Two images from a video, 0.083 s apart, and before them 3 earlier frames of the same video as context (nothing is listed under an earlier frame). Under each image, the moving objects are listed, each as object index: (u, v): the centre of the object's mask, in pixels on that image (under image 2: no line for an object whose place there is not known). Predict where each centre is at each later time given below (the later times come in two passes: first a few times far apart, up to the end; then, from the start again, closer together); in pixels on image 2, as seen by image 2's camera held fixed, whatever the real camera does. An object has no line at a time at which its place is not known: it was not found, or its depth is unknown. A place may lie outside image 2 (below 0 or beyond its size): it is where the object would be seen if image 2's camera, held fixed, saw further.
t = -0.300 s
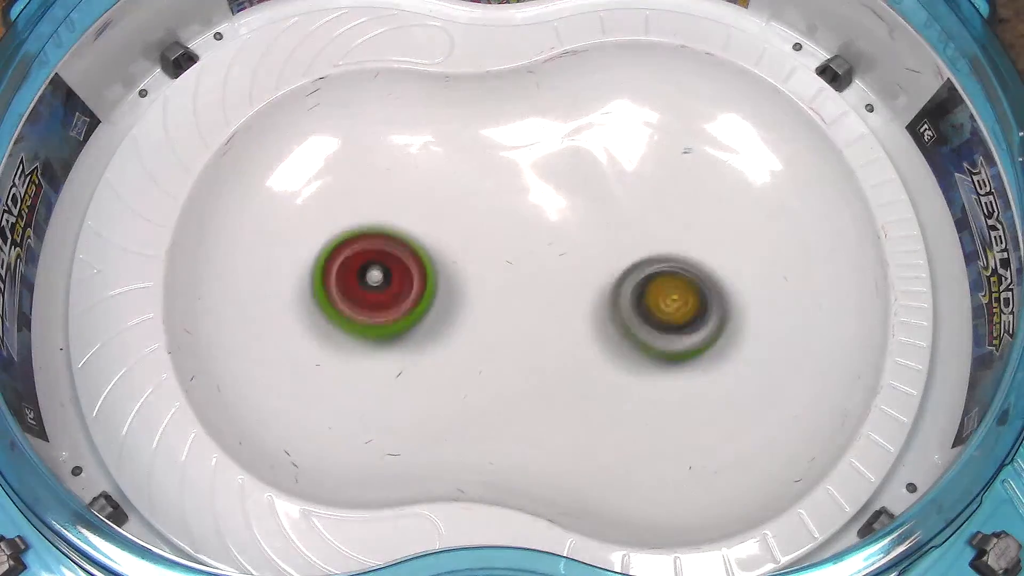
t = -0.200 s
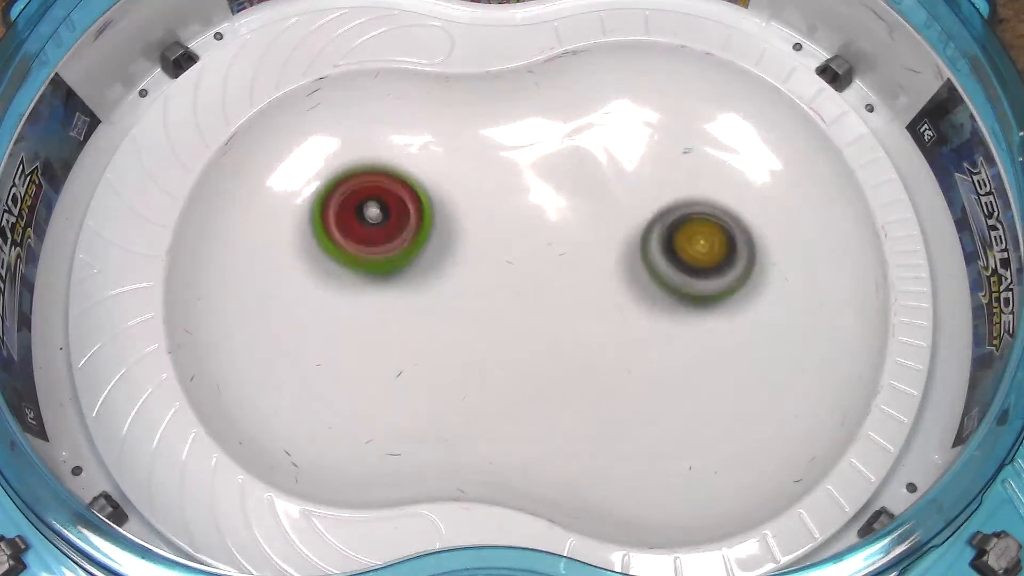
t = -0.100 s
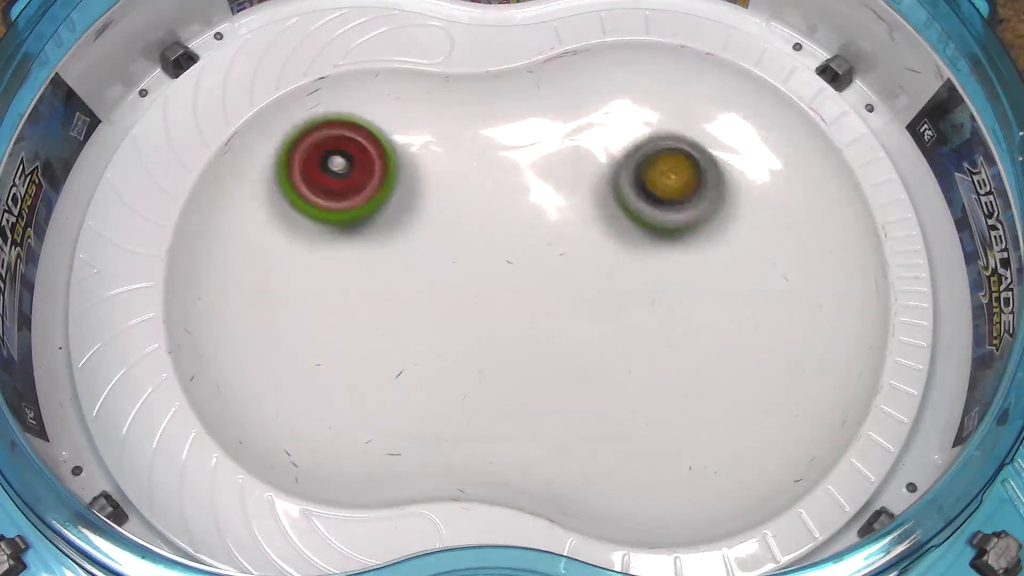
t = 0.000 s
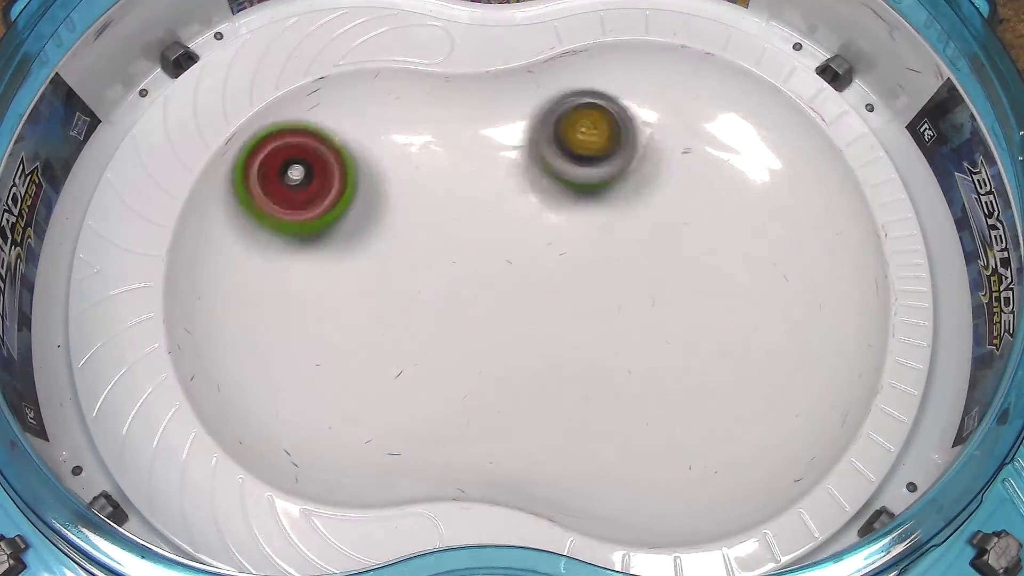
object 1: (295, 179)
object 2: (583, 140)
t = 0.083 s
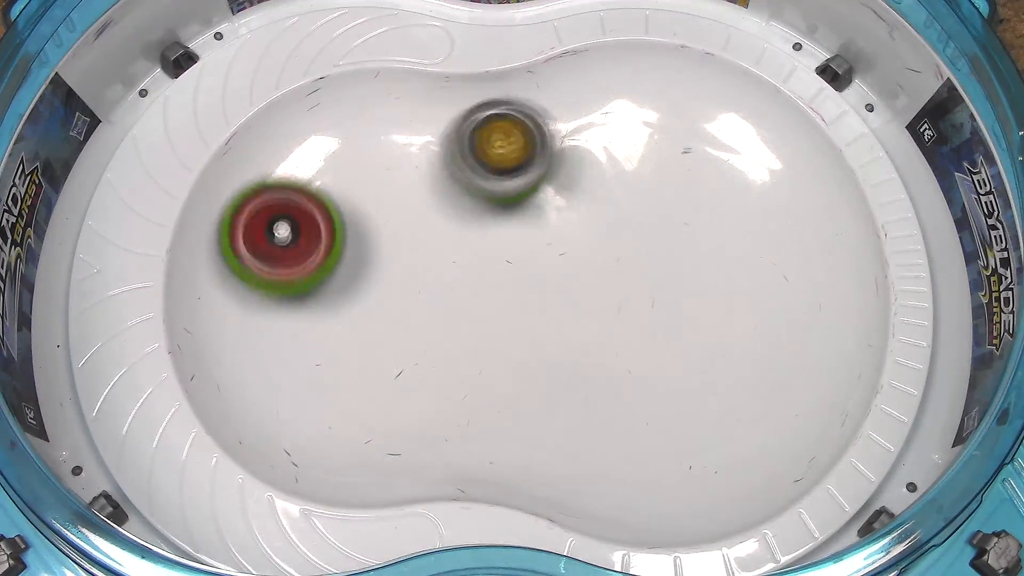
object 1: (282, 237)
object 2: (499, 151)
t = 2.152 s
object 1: (710, 203)
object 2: (197, 340)
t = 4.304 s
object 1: (530, 310)
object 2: (758, 195)
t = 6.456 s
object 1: (680, 229)
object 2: (402, 198)
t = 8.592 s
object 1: (673, 285)
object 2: (582, 354)
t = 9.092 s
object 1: (673, 247)
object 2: (515, 176)
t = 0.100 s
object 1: (284, 249)
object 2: (480, 159)
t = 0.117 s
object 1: (287, 261)
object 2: (462, 167)
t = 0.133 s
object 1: (292, 273)
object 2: (442, 174)
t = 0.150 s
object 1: (299, 283)
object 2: (420, 185)
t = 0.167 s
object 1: (308, 292)
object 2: (394, 194)
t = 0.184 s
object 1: (314, 303)
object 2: (373, 199)
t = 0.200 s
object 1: (313, 323)
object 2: (363, 196)
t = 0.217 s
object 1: (314, 341)
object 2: (354, 193)
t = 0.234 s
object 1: (318, 358)
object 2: (344, 192)
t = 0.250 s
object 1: (325, 373)
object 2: (333, 193)
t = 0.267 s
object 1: (335, 386)
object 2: (323, 196)
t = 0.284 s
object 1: (346, 397)
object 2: (312, 200)
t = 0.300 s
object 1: (360, 406)
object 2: (302, 207)
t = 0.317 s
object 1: (376, 412)
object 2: (295, 216)
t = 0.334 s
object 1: (393, 414)
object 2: (288, 227)
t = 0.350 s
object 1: (411, 415)
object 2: (283, 241)
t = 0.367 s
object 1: (430, 414)
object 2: (280, 255)
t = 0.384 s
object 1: (450, 409)
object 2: (279, 272)
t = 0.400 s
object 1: (471, 403)
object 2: (282, 290)
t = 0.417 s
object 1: (494, 395)
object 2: (287, 308)
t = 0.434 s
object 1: (517, 387)
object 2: (296, 325)
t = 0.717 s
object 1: (772, 150)
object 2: (738, 356)
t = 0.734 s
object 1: (767, 133)
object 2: (765, 338)
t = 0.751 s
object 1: (759, 118)
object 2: (790, 320)
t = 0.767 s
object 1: (749, 104)
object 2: (818, 296)
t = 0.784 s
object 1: (737, 93)
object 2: (834, 273)
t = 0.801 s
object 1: (721, 84)
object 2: (848, 247)
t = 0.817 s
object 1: (704, 78)
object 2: (851, 224)
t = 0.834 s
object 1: (684, 75)
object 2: (853, 196)
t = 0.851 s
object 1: (663, 74)
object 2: (851, 175)
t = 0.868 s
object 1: (641, 75)
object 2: (844, 153)
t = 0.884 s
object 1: (619, 80)
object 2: (833, 135)
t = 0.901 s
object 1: (593, 88)
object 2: (817, 119)
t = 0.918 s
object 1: (570, 98)
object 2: (799, 101)
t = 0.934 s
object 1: (548, 110)
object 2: (773, 91)
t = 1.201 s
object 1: (239, 383)
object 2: (292, 214)
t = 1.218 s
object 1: (235, 401)
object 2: (275, 224)
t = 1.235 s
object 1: (234, 420)
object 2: (259, 238)
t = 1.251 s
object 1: (237, 441)
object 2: (246, 253)
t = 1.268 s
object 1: (244, 458)
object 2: (236, 268)
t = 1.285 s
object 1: (254, 475)
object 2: (230, 285)
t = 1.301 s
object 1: (264, 492)
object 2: (227, 305)
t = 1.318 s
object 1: (274, 509)
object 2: (227, 325)
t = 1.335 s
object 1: (280, 519)
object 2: (233, 344)
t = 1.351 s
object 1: (286, 527)
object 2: (242, 365)
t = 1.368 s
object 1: (291, 533)
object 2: (256, 386)
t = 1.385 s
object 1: (298, 539)
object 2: (276, 404)
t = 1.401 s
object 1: (306, 537)
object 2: (299, 420)
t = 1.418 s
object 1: (316, 531)
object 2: (327, 427)
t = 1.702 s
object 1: (399, 501)
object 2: (834, 249)
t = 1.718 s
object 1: (405, 498)
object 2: (843, 222)
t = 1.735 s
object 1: (412, 495)
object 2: (840, 196)
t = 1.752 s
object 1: (417, 492)
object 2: (835, 175)
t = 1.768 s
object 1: (423, 490)
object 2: (830, 154)
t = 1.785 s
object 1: (431, 487)
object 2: (818, 133)
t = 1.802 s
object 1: (441, 484)
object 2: (803, 114)
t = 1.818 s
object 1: (451, 480)
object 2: (783, 98)
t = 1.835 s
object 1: (463, 474)
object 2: (758, 85)
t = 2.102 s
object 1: (697, 241)
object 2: (242, 278)
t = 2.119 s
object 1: (703, 228)
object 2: (218, 301)
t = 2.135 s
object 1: (708, 215)
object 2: (203, 321)
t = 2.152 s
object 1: (710, 203)
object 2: (197, 340)
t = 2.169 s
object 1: (710, 190)
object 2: (191, 363)
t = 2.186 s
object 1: (709, 177)
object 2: (192, 385)
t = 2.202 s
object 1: (706, 165)
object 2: (197, 405)
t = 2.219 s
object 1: (701, 153)
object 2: (203, 427)
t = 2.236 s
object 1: (694, 142)
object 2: (212, 450)
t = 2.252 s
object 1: (685, 132)
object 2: (218, 474)
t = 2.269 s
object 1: (674, 124)
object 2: (225, 494)
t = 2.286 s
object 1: (661, 117)
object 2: (231, 508)
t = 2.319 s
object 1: (632, 110)
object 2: (239, 529)
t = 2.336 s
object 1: (616, 110)
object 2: (242, 536)
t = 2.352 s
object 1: (600, 112)
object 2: (249, 536)
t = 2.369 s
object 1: (582, 118)
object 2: (256, 536)
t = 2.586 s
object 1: (415, 249)
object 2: (328, 519)
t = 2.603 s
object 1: (412, 256)
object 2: (332, 517)
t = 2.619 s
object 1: (412, 264)
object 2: (336, 514)
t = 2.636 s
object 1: (412, 271)
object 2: (338, 512)
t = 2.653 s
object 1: (414, 279)
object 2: (340, 510)
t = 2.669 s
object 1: (418, 287)
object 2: (343, 508)
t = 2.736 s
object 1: (446, 318)
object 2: (355, 498)
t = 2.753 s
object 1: (457, 325)
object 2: (361, 493)
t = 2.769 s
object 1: (468, 331)
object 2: (369, 487)
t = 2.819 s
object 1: (511, 347)
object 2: (395, 465)
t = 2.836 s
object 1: (528, 351)
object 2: (406, 453)
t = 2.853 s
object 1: (546, 354)
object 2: (414, 441)
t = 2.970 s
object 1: (686, 368)
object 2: (496, 292)
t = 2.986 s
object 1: (703, 366)
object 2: (506, 270)
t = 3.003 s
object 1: (719, 360)
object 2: (516, 254)
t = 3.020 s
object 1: (733, 353)
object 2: (525, 237)
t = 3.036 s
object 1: (746, 344)
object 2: (534, 219)
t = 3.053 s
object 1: (757, 332)
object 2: (539, 207)
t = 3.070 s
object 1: (766, 319)
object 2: (545, 192)
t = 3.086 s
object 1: (773, 304)
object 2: (550, 181)
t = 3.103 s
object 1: (777, 289)
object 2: (553, 169)
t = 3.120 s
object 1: (779, 272)
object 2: (555, 161)
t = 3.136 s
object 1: (779, 256)
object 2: (558, 154)
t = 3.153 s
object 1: (775, 237)
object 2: (560, 148)
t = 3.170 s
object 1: (769, 220)
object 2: (561, 144)
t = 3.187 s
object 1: (761, 204)
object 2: (561, 142)
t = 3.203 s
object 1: (749, 187)
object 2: (561, 141)
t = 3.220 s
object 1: (735, 173)
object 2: (560, 141)
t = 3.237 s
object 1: (719, 160)
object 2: (559, 142)
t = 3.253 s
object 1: (702, 149)
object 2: (557, 145)
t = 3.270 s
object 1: (684, 141)
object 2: (555, 149)
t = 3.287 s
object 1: (668, 136)
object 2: (551, 152)
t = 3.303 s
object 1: (662, 134)
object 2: (532, 152)
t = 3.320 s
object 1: (656, 135)
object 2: (515, 155)
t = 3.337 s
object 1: (650, 138)
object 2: (501, 158)
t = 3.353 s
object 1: (642, 144)
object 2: (485, 161)
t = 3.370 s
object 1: (634, 151)
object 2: (469, 165)
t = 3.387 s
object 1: (628, 161)
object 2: (453, 170)
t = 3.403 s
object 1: (622, 172)
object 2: (437, 174)
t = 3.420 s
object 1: (618, 185)
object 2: (422, 179)
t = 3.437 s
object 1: (614, 199)
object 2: (407, 184)
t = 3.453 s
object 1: (613, 214)
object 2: (393, 188)
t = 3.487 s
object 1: (615, 242)
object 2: (371, 197)
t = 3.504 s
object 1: (618, 255)
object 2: (362, 200)
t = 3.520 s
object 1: (622, 268)
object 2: (354, 206)
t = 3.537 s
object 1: (629, 281)
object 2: (348, 211)
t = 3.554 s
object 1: (637, 294)
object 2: (343, 216)
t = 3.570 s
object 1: (645, 305)
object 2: (339, 224)
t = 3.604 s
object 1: (664, 324)
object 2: (336, 239)
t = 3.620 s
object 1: (675, 331)
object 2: (336, 249)
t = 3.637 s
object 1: (686, 338)
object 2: (338, 258)
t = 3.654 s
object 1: (697, 343)
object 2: (341, 266)
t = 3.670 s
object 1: (709, 346)
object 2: (344, 273)
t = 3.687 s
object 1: (720, 348)
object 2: (350, 281)
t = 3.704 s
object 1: (730, 348)
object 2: (357, 288)
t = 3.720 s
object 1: (741, 346)
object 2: (364, 294)
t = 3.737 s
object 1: (750, 342)
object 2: (372, 299)
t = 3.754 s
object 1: (759, 336)
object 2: (381, 304)
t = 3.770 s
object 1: (765, 330)
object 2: (391, 308)
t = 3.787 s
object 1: (771, 322)
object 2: (401, 313)
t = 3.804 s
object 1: (775, 313)
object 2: (412, 317)
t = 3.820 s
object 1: (778, 304)
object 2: (423, 321)
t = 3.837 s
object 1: (779, 293)
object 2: (435, 326)
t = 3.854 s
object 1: (779, 283)
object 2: (448, 330)
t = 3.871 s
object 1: (776, 272)
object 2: (459, 333)
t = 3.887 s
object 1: (773, 263)
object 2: (475, 337)
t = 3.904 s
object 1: (767, 253)
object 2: (491, 340)
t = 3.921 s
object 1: (760, 244)
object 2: (506, 341)
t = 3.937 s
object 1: (751, 237)
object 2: (524, 344)
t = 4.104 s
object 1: (635, 233)
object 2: (702, 341)
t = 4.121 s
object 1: (623, 237)
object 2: (715, 337)
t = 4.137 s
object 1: (613, 241)
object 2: (728, 330)
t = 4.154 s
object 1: (602, 247)
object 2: (741, 320)
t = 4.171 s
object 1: (593, 253)
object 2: (750, 311)
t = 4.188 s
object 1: (584, 260)
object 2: (759, 299)
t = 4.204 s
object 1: (574, 268)
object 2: (765, 285)
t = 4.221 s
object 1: (566, 275)
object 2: (770, 272)
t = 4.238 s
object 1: (558, 283)
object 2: (772, 257)
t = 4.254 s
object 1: (550, 290)
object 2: (772, 240)
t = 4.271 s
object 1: (543, 297)
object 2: (771, 225)
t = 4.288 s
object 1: (536, 304)
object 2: (766, 209)
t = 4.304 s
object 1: (530, 310)
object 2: (758, 195)
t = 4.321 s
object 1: (525, 316)
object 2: (750, 180)
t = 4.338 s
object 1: (520, 321)
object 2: (736, 163)
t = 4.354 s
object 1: (518, 327)
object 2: (724, 153)
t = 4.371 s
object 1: (516, 331)
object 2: (709, 142)
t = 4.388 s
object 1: (516, 336)
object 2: (689, 133)
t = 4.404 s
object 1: (517, 339)
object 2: (671, 128)
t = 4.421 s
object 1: (519, 343)
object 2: (649, 123)
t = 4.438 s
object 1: (522, 346)
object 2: (627, 124)
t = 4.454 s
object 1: (527, 348)
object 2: (606, 128)
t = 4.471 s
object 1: (532, 350)
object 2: (585, 133)
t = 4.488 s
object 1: (539, 351)
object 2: (568, 142)
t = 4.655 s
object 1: (609, 350)
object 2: (431, 280)
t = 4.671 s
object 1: (614, 349)
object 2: (426, 294)
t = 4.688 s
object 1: (618, 347)
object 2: (422, 308)
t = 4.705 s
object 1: (622, 345)
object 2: (419, 321)
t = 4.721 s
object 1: (626, 342)
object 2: (419, 334)
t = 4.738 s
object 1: (630, 339)
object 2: (421, 346)
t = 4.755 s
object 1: (632, 335)
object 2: (424, 358)
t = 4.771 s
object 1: (634, 331)
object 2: (429, 368)
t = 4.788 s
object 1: (635, 325)
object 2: (436, 377)
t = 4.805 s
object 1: (635, 319)
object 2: (444, 384)
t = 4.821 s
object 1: (635, 312)
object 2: (455, 390)
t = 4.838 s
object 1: (635, 306)
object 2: (466, 393)
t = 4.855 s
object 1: (634, 300)
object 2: (481, 397)
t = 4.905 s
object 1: (629, 282)
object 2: (527, 400)
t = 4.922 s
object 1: (628, 276)
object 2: (544, 400)
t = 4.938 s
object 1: (625, 270)
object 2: (560, 401)
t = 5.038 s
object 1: (607, 235)
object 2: (661, 399)
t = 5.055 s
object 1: (603, 230)
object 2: (672, 396)
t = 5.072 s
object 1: (598, 225)
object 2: (688, 388)
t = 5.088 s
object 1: (593, 220)
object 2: (701, 378)
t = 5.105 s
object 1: (588, 216)
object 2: (709, 369)
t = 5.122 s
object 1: (581, 212)
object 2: (717, 357)
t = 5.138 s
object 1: (574, 209)
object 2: (720, 345)
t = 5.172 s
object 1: (559, 204)
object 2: (729, 311)
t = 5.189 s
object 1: (550, 202)
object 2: (730, 298)
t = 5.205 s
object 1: (540, 199)
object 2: (727, 282)
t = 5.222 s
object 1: (531, 198)
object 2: (723, 268)
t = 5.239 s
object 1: (520, 196)
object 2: (718, 252)
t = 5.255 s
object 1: (510, 193)
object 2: (710, 235)
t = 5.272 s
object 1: (500, 192)
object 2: (703, 223)
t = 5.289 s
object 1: (489, 191)
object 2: (693, 209)
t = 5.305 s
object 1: (478, 190)
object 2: (683, 198)
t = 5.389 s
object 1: (428, 187)
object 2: (614, 160)
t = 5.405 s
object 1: (419, 187)
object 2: (602, 157)
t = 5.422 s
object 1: (410, 188)
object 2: (587, 158)
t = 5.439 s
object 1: (403, 189)
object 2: (574, 161)
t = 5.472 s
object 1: (389, 191)
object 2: (548, 168)
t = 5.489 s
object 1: (382, 192)
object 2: (536, 172)
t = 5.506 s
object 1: (376, 195)
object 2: (519, 179)
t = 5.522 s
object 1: (372, 198)
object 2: (505, 184)
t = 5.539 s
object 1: (366, 200)
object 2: (489, 191)
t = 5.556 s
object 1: (352, 201)
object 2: (486, 199)
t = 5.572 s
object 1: (327, 200)
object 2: (493, 210)
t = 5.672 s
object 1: (217, 234)
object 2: (533, 271)
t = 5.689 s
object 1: (209, 246)
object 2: (543, 279)
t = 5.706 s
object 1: (207, 260)
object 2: (555, 290)
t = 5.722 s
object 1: (209, 277)
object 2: (568, 298)
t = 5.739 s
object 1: (216, 293)
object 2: (581, 309)
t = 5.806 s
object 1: (275, 362)
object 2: (642, 346)
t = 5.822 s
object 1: (292, 377)
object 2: (660, 353)
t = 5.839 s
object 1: (311, 389)
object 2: (678, 360)
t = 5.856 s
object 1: (332, 397)
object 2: (696, 363)
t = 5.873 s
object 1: (354, 401)
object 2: (712, 364)
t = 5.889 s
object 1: (377, 401)
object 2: (732, 365)
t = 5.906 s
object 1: (401, 398)
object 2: (748, 361)
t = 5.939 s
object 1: (448, 389)
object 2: (778, 348)
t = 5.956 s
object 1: (472, 383)
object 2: (792, 339)
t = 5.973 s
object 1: (497, 375)
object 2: (802, 327)
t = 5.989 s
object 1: (519, 368)
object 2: (810, 315)
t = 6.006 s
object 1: (542, 362)
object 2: (817, 298)
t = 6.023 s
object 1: (565, 354)
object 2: (819, 284)
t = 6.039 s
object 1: (586, 346)
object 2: (819, 266)
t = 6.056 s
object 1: (605, 338)
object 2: (816, 251)
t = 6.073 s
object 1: (622, 331)
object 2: (810, 232)
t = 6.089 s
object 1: (639, 324)
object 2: (803, 220)
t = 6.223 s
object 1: (700, 269)
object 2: (667, 125)
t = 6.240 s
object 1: (702, 268)
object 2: (648, 115)
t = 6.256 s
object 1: (702, 266)
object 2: (634, 107)
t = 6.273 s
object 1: (702, 262)
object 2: (611, 101)
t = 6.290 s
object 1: (702, 259)
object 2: (590, 99)
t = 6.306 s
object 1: (701, 254)
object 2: (572, 103)
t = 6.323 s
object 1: (701, 251)
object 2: (556, 106)
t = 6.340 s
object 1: (699, 247)
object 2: (536, 115)
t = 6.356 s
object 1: (698, 244)
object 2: (518, 122)
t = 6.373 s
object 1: (695, 240)
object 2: (498, 134)
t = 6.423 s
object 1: (687, 233)
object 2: (439, 172)
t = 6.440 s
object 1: (684, 231)
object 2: (419, 186)
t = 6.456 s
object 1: (680, 229)
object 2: (402, 198)
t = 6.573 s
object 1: (652, 230)
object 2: (320, 287)
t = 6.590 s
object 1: (647, 231)
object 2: (313, 302)
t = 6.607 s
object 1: (643, 234)
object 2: (310, 316)
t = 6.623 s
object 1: (639, 237)
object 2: (306, 332)
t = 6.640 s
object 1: (636, 240)
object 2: (306, 345)
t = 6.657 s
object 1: (632, 245)
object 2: (307, 361)
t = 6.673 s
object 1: (629, 250)
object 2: (311, 374)
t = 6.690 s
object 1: (628, 256)
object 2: (316, 388)
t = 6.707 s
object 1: (624, 261)
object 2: (324, 398)
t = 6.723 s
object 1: (621, 266)
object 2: (334, 408)
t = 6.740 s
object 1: (619, 272)
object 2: (346, 415)
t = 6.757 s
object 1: (617, 278)
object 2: (362, 420)
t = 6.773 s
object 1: (617, 282)
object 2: (378, 420)
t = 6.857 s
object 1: (618, 309)
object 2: (463, 402)
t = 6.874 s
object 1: (619, 313)
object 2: (478, 396)
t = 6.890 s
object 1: (620, 317)
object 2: (497, 387)
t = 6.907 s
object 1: (622, 321)
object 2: (512, 380)
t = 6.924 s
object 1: (635, 326)
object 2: (508, 370)
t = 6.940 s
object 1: (672, 326)
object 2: (477, 362)
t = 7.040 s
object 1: (836, 298)
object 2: (338, 301)
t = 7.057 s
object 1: (850, 286)
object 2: (316, 289)
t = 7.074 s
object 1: (855, 274)
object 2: (294, 277)
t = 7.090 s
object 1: (858, 262)
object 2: (272, 265)
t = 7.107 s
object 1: (857, 251)
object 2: (257, 254)
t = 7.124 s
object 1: (851, 242)
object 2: (237, 242)
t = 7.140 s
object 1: (841, 234)
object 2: (224, 231)
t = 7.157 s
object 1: (827, 225)
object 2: (218, 222)
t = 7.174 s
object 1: (812, 217)
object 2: (212, 215)
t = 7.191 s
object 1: (794, 208)
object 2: (212, 209)
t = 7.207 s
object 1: (774, 199)
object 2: (216, 206)
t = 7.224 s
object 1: (756, 190)
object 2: (220, 206)
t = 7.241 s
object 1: (736, 182)
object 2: (230, 207)
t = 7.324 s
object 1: (657, 169)
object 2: (326, 223)
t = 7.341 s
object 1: (643, 174)
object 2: (350, 224)
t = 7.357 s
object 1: (631, 177)
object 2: (373, 227)
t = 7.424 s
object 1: (584, 216)
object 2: (454, 232)
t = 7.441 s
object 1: (574, 227)
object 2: (474, 234)
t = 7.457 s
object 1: (576, 240)
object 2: (480, 231)
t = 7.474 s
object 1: (584, 252)
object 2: (484, 229)
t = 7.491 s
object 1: (591, 267)
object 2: (485, 225)
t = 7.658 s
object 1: (704, 364)
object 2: (501, 203)
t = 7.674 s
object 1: (718, 365)
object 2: (502, 199)
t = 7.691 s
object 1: (731, 368)
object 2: (507, 198)
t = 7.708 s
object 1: (744, 368)
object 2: (512, 199)
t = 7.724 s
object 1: (756, 366)
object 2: (513, 197)
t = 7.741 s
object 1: (768, 363)
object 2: (520, 197)
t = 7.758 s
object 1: (779, 357)
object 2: (524, 197)
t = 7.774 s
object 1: (788, 351)
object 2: (530, 198)
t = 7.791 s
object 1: (795, 342)
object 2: (535, 199)
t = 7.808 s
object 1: (801, 333)
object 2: (541, 200)
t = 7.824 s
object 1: (806, 323)
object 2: (549, 202)
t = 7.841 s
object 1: (808, 313)
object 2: (557, 205)
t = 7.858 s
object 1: (809, 302)
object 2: (564, 207)
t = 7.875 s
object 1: (807, 291)
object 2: (576, 209)
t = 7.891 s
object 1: (804, 279)
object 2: (587, 217)
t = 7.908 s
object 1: (798, 268)
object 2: (596, 223)
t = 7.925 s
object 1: (790, 257)
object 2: (607, 227)
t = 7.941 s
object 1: (782, 249)
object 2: (620, 233)
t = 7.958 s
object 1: (772, 242)
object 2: (634, 241)
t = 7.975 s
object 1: (765, 238)
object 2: (642, 245)
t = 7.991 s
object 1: (770, 236)
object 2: (637, 246)
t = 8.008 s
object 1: (777, 236)
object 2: (627, 247)
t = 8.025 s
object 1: (781, 234)
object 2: (621, 248)
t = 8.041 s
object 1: (781, 234)
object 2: (616, 250)
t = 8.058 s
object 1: (780, 232)
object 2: (612, 252)
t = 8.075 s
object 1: (777, 230)
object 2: (610, 255)
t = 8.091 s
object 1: (774, 228)
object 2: (611, 258)
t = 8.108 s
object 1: (771, 226)
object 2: (611, 264)
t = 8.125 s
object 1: (767, 224)
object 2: (611, 268)
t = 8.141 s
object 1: (761, 224)
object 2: (613, 274)
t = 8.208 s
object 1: (734, 229)
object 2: (618, 294)
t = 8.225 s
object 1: (727, 232)
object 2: (621, 300)
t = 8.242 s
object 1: (721, 236)
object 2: (622, 306)
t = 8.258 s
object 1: (720, 237)
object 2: (616, 315)
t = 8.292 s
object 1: (719, 240)
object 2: (604, 331)
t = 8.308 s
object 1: (717, 241)
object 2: (600, 337)
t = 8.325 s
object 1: (713, 242)
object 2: (598, 342)
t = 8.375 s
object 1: (703, 249)
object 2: (596, 355)
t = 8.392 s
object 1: (698, 252)
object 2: (594, 359)
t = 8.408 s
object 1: (694, 255)
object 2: (595, 362)
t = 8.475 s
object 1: (675, 271)
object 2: (595, 367)
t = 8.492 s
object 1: (670, 276)
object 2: (597, 367)
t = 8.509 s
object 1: (672, 278)
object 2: (594, 368)
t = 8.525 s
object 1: (673, 278)
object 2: (588, 368)
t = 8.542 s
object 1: (675, 281)
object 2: (585, 366)
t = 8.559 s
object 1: (674, 282)
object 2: (582, 363)
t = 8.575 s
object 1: (674, 284)
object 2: (580, 358)
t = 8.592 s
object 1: (673, 285)
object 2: (582, 354)
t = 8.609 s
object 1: (673, 286)
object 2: (580, 350)
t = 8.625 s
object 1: (674, 287)
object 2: (577, 344)
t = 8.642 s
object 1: (677, 287)
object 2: (571, 339)
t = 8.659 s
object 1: (681, 287)
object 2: (565, 333)
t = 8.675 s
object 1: (684, 286)
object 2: (559, 325)
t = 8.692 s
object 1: (687, 285)
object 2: (555, 318)
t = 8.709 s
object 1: (689, 285)
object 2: (551, 310)
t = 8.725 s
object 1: (690, 282)
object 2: (547, 302)
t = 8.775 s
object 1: (696, 276)
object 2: (537, 277)
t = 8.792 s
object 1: (696, 274)
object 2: (534, 268)
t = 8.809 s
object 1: (698, 273)
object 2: (532, 259)
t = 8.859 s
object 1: (699, 268)
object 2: (528, 235)
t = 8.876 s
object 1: (699, 266)
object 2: (527, 227)
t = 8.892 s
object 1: (698, 265)
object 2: (525, 219)
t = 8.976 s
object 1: (691, 256)
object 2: (518, 189)
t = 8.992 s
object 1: (690, 254)
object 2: (518, 184)
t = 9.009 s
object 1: (687, 253)
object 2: (517, 182)
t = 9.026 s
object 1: (685, 251)
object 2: (516, 180)
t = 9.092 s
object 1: (673, 247)
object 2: (515, 176)
